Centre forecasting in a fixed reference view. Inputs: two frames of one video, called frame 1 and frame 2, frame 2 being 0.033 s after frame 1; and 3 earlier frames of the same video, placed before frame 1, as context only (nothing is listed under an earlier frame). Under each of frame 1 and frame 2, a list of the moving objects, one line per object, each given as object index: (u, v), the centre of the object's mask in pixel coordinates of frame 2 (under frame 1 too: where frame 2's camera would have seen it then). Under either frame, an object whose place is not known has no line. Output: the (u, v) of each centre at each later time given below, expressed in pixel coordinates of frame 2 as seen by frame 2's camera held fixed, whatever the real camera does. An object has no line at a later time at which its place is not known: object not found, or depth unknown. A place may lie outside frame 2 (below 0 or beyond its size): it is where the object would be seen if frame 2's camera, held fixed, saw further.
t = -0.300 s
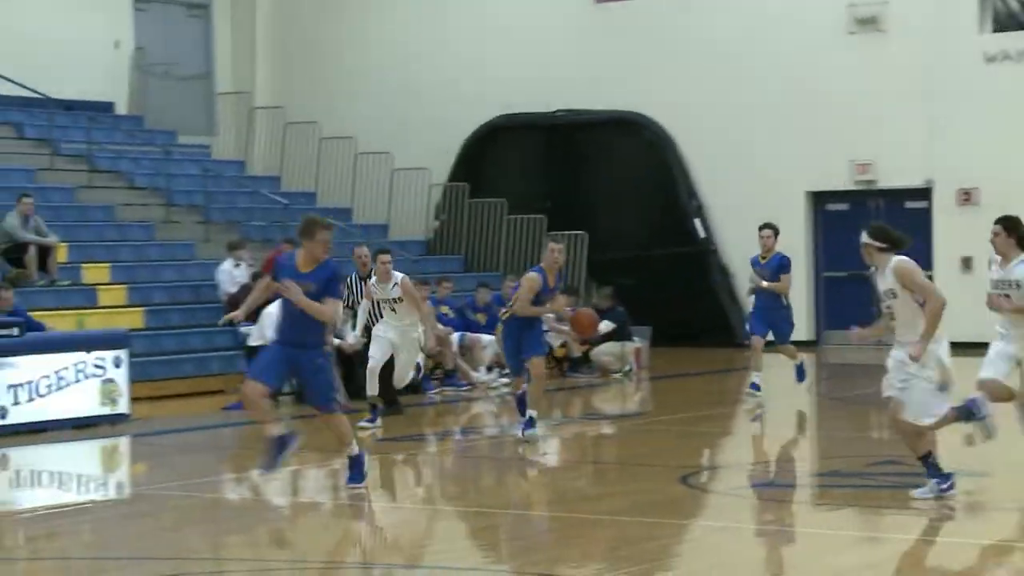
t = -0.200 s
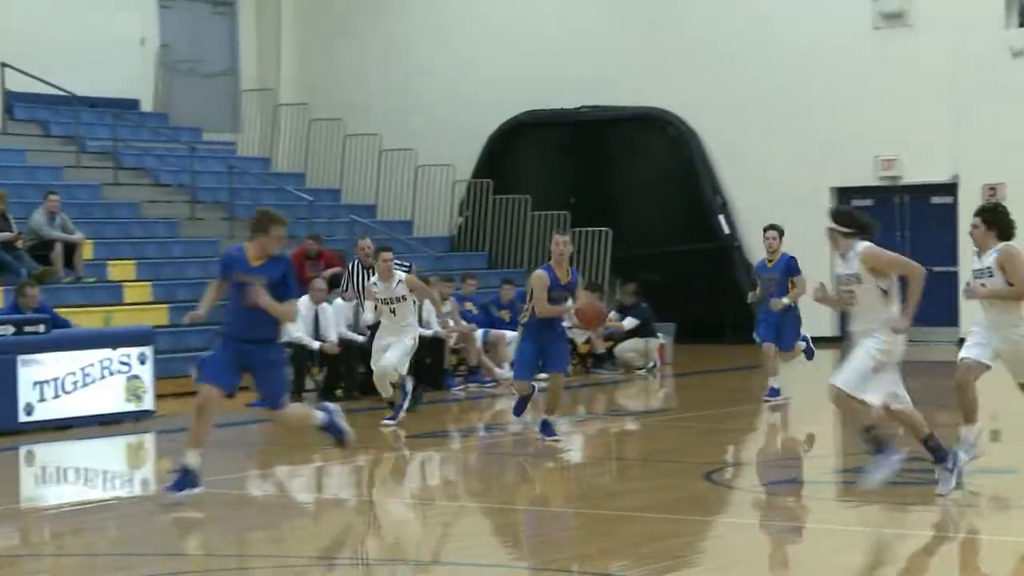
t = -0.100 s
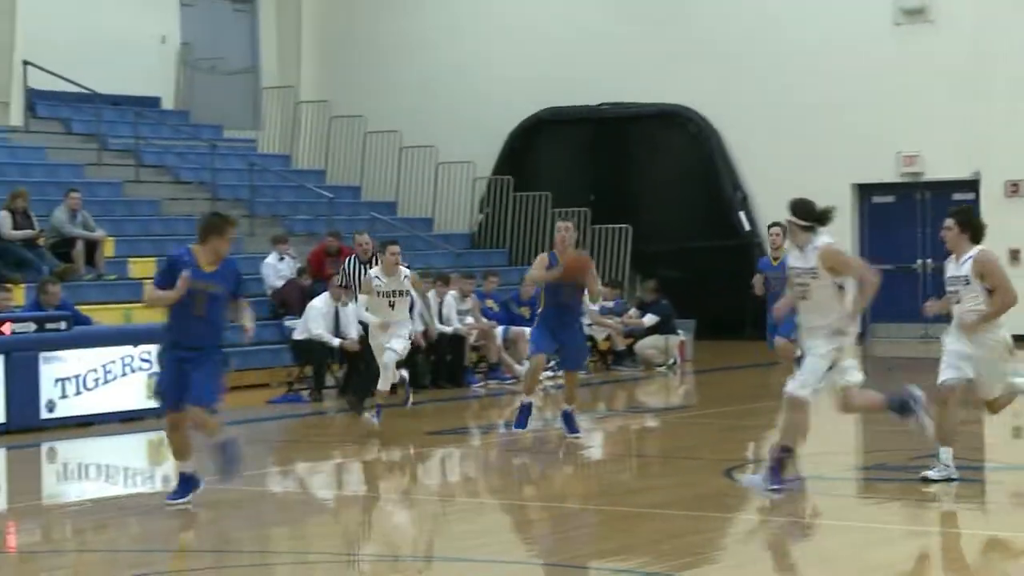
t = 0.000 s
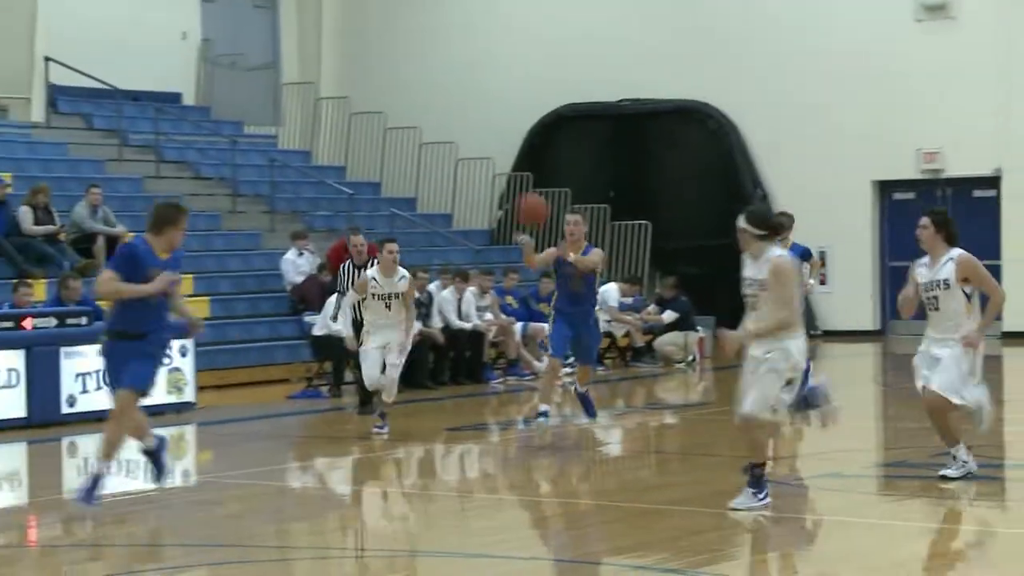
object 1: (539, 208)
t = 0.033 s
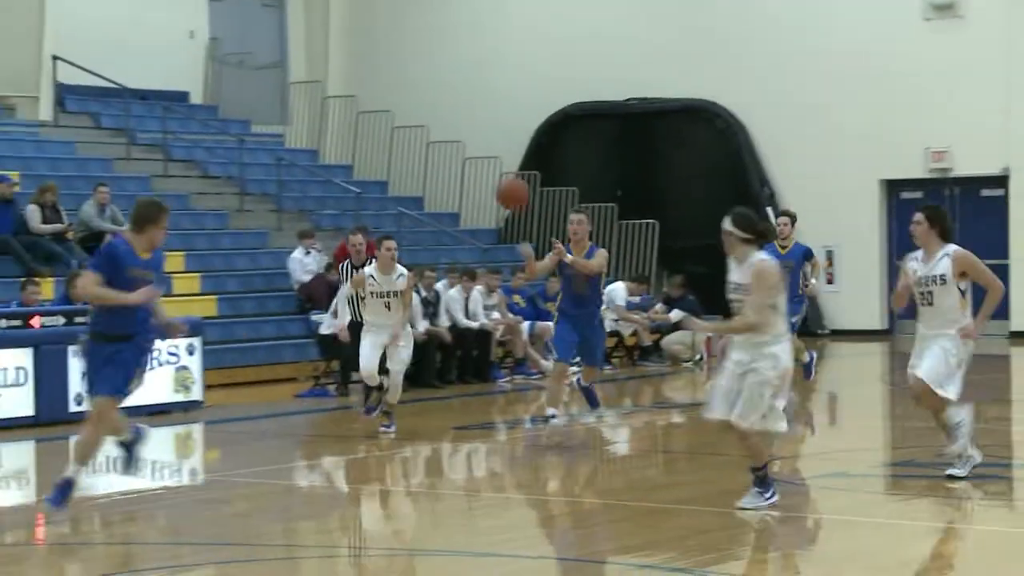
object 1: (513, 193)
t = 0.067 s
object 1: (482, 179)
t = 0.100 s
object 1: (452, 164)
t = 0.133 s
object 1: (421, 150)
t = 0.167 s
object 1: (388, 138)
